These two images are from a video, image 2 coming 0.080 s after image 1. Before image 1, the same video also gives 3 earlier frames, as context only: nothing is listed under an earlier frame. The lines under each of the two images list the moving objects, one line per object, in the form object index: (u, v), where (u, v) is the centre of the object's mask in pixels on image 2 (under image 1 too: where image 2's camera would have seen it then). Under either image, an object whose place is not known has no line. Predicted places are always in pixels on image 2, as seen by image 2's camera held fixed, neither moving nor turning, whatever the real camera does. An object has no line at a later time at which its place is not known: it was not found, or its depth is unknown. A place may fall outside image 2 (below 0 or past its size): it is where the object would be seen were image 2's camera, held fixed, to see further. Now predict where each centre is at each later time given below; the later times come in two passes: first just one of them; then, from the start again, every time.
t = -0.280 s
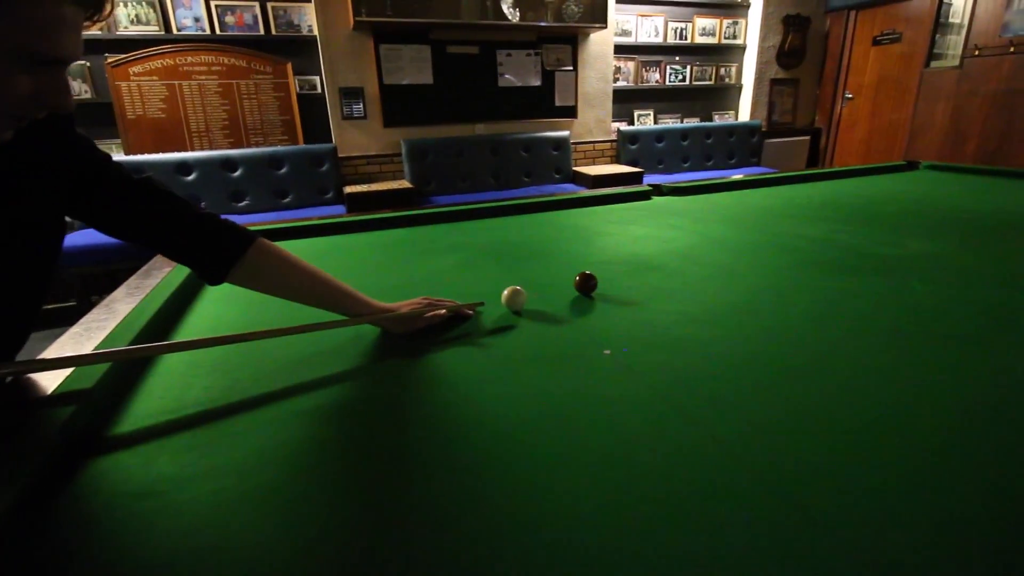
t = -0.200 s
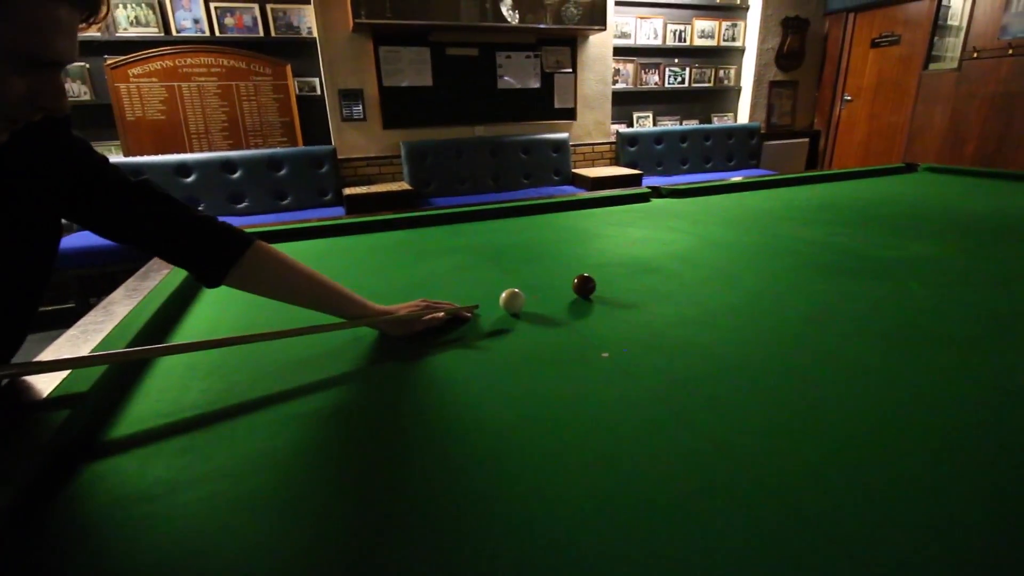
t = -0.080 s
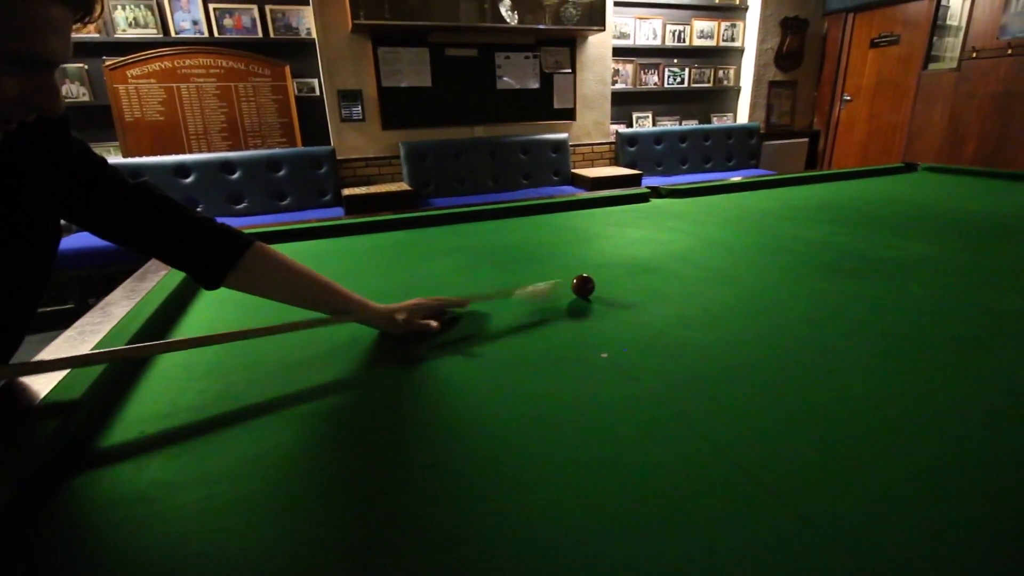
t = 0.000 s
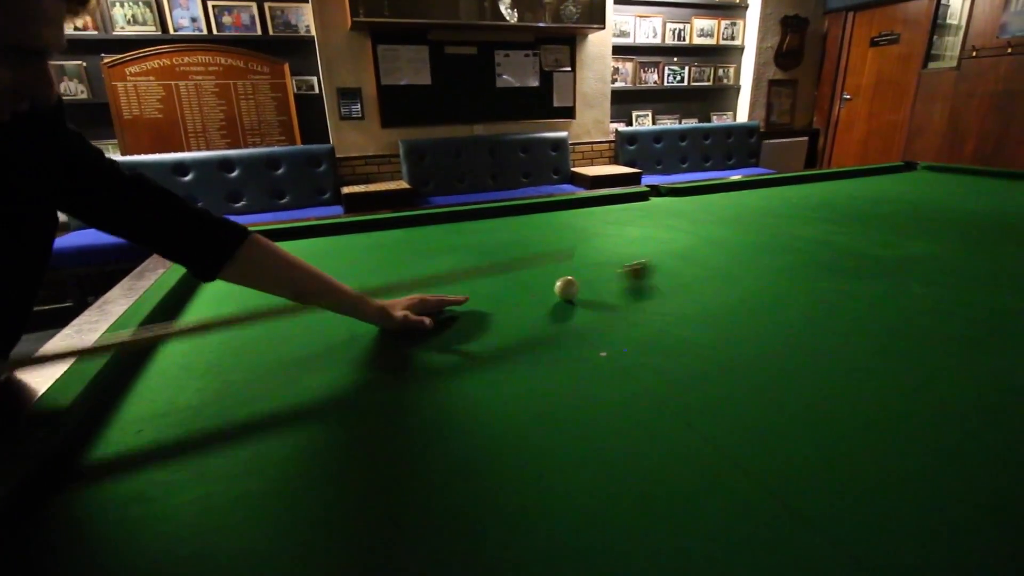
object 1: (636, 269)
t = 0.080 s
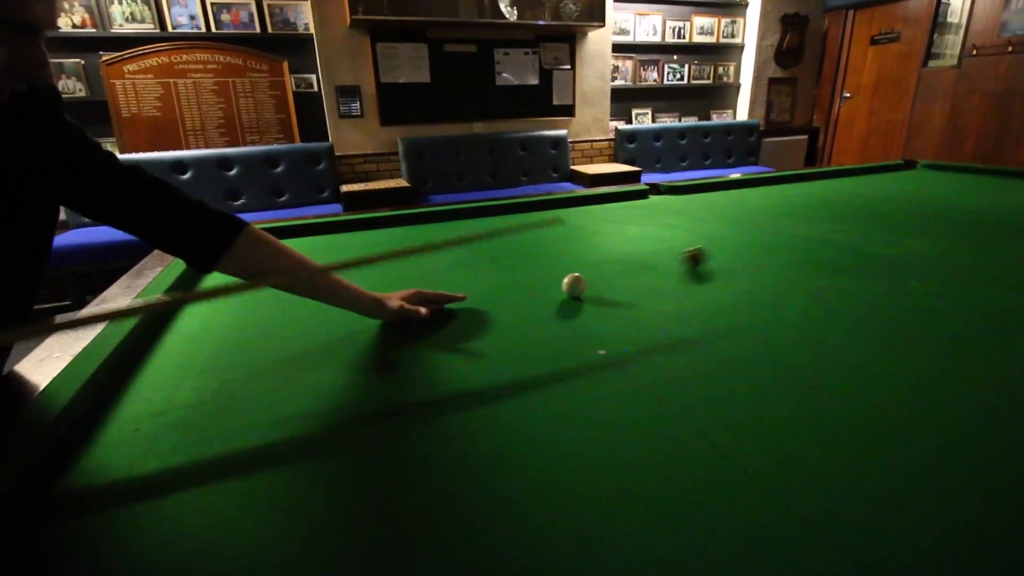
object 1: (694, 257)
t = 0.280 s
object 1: (792, 237)
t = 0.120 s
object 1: (718, 251)
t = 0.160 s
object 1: (739, 247)
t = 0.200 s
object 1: (759, 243)
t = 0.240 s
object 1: (776, 240)
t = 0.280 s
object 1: (792, 237)
